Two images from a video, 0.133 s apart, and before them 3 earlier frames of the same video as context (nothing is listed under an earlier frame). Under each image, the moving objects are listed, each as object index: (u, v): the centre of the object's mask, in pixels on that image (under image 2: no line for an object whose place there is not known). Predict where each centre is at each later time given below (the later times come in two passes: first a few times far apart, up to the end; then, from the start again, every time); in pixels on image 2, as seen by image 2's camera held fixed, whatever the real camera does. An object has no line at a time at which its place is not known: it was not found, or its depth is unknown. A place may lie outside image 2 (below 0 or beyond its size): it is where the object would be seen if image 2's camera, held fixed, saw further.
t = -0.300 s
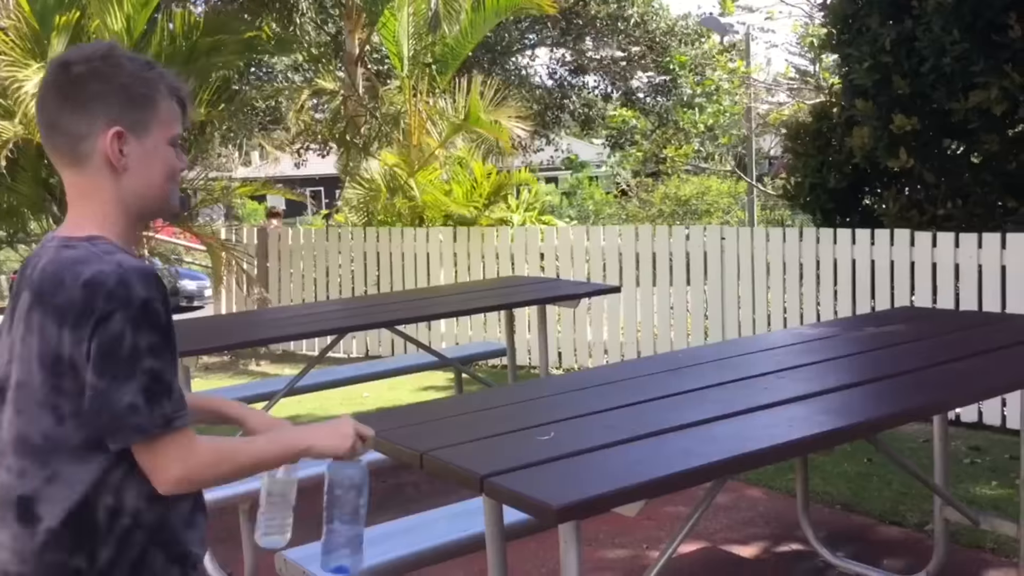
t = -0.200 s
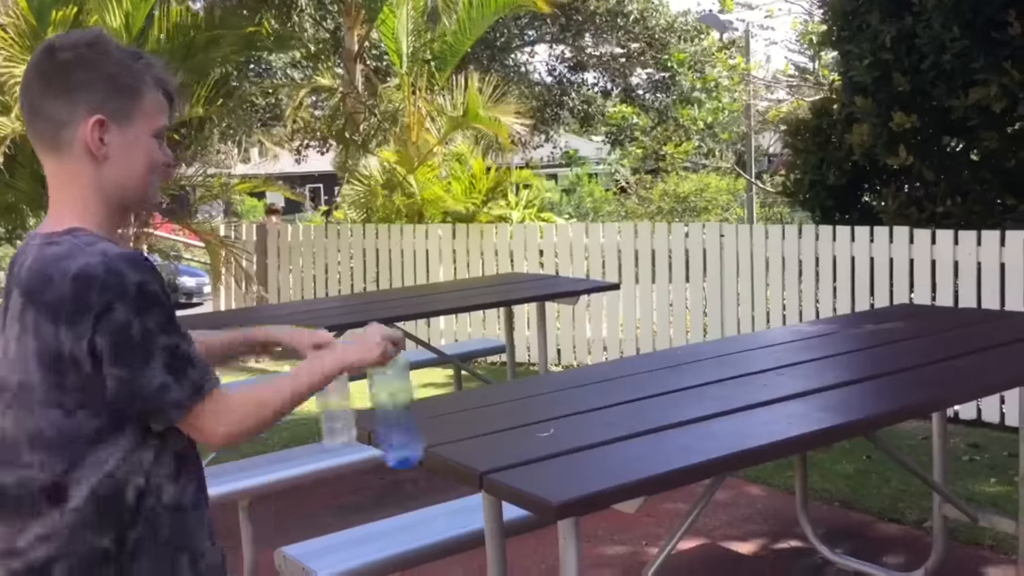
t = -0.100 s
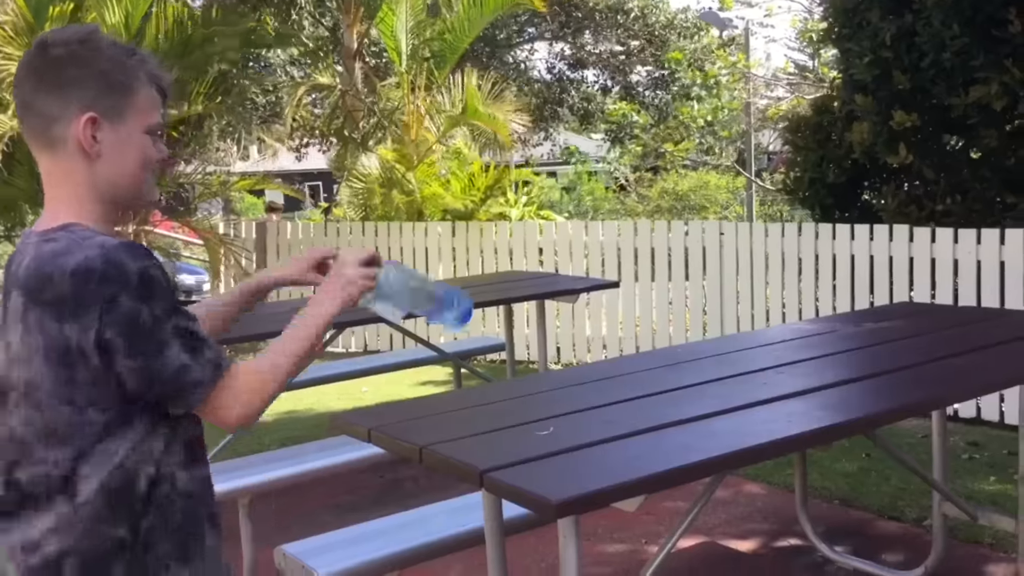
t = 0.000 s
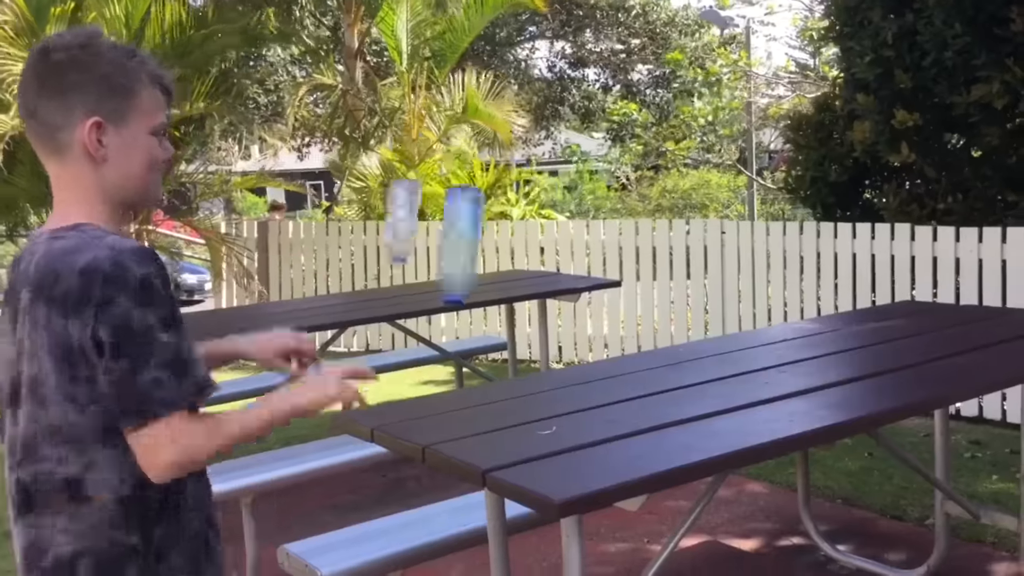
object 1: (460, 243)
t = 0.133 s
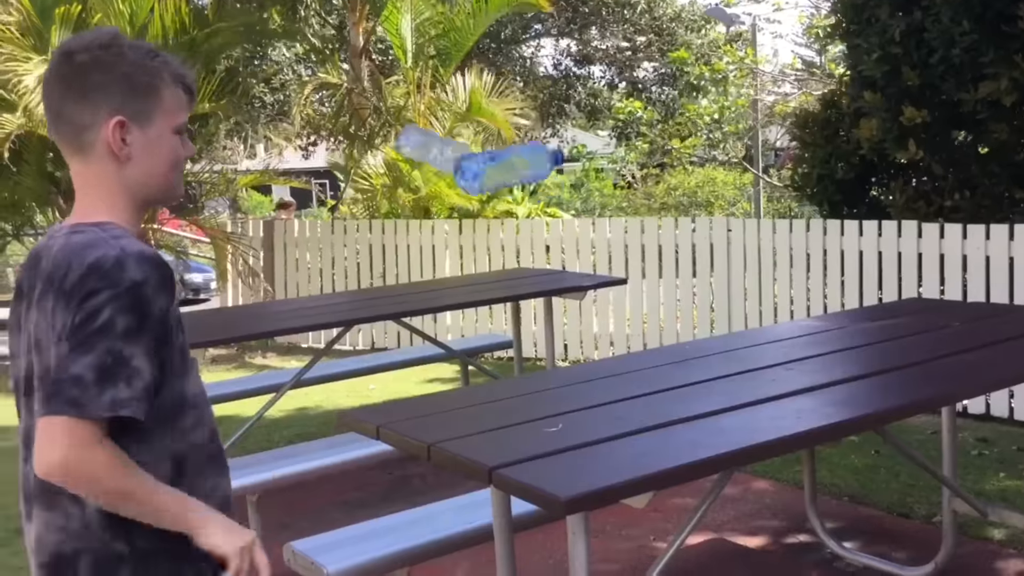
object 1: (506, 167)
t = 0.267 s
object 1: (525, 215)
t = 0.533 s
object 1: (557, 374)
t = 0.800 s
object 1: (576, 372)
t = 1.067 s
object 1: (555, 372)
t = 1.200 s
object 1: (559, 374)
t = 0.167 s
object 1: (510, 169)
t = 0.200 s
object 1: (515, 176)
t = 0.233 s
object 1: (520, 192)
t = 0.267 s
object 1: (525, 215)
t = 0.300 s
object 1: (532, 242)
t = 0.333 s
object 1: (536, 279)
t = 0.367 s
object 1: (544, 319)
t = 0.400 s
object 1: (551, 370)
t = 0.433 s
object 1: (553, 372)
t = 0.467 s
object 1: (554, 374)
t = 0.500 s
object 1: (555, 374)
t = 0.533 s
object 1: (557, 374)
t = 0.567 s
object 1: (561, 374)
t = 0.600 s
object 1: (565, 373)
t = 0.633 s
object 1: (568, 373)
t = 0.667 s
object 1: (570, 373)
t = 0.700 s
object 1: (572, 372)
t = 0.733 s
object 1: (575, 372)
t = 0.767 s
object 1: (576, 372)
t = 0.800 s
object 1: (576, 372)
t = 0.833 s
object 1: (575, 372)
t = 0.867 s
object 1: (574, 372)
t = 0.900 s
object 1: (571, 371)
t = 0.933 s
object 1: (567, 372)
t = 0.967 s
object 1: (559, 373)
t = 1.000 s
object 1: (555, 373)
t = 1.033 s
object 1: (554, 372)
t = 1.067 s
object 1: (555, 372)
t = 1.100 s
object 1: (558, 374)
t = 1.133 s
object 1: (558, 374)
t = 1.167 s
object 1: (558, 375)
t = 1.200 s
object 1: (559, 374)
